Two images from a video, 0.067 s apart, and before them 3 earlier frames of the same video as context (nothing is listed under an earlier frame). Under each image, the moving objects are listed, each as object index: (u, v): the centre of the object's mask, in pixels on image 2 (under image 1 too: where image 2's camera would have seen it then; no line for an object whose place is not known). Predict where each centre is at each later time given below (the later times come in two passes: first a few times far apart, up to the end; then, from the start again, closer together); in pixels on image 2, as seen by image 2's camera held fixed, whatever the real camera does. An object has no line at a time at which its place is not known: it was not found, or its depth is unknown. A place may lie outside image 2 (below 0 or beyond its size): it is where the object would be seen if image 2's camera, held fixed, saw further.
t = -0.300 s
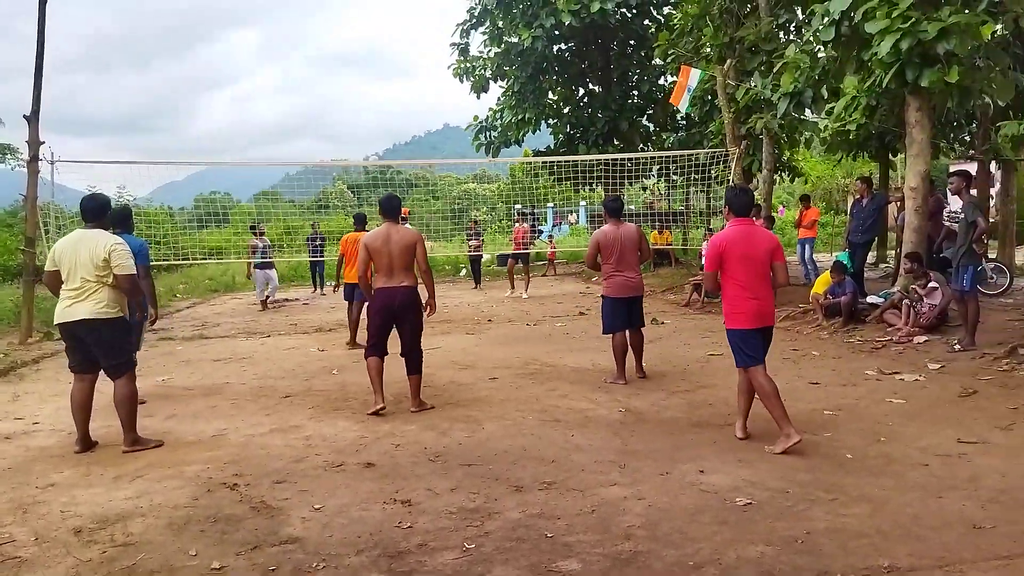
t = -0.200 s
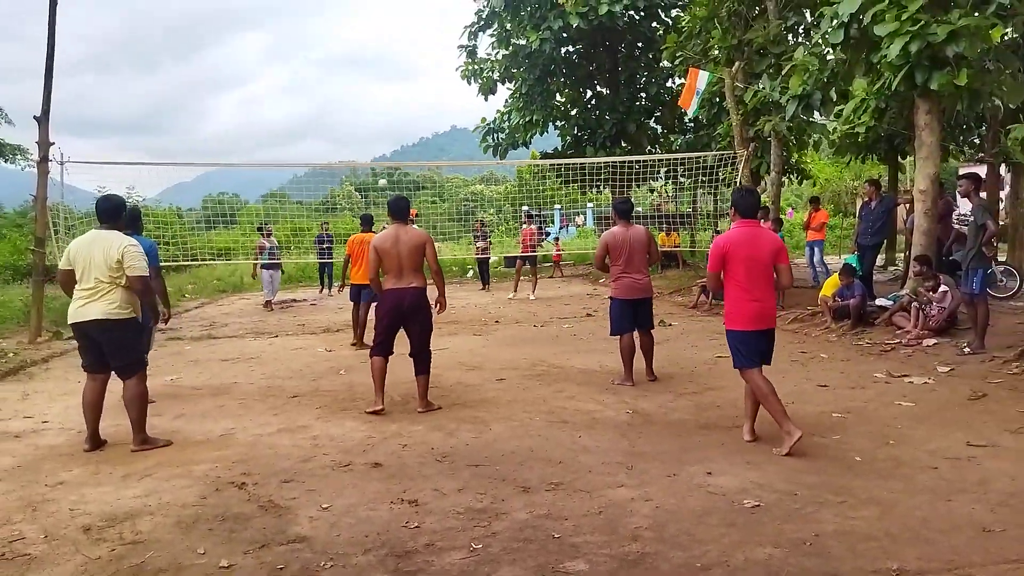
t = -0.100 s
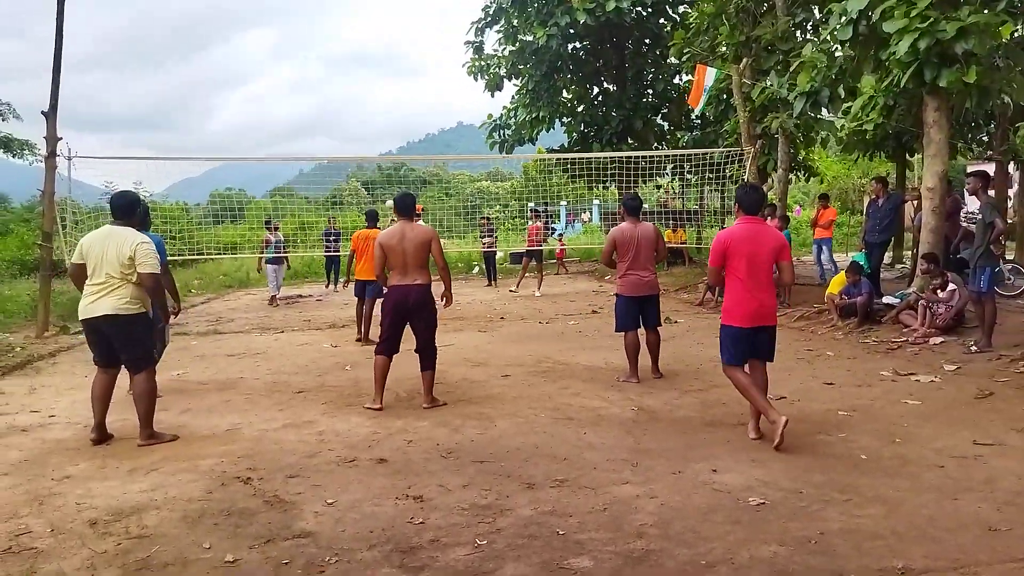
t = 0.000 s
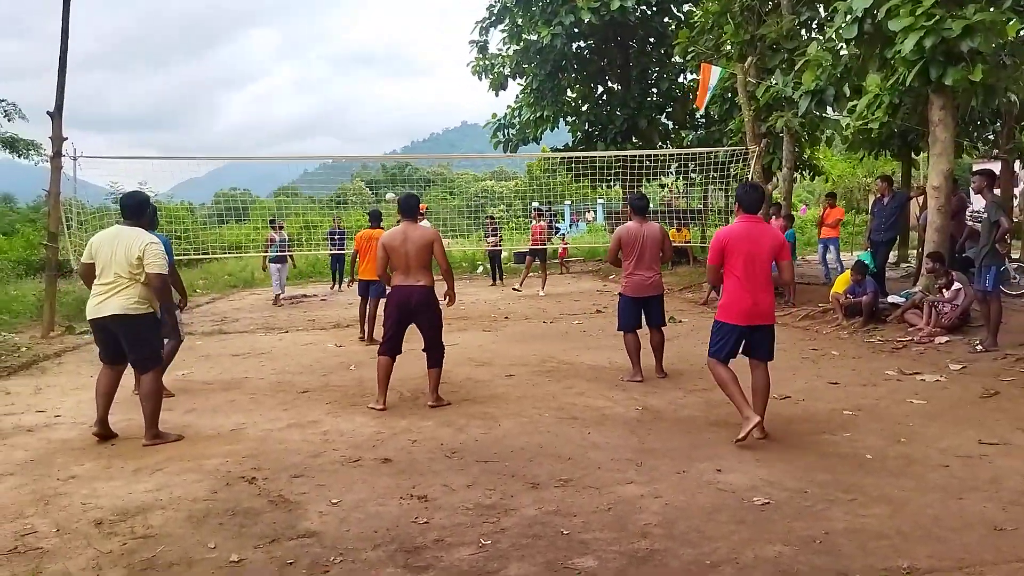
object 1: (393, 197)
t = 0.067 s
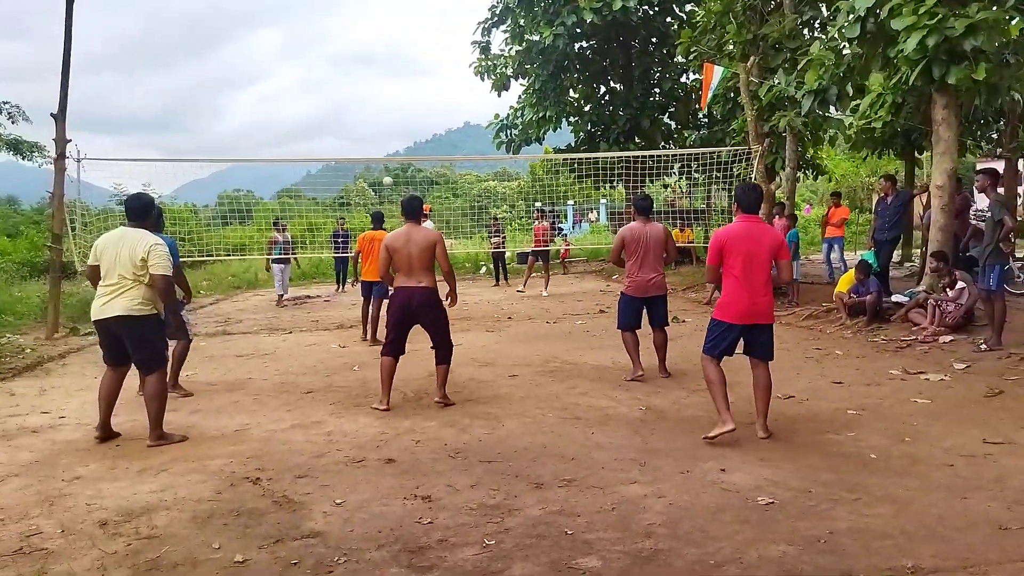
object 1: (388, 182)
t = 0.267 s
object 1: (370, 135)
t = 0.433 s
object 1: (353, 103)
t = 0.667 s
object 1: (329, 76)
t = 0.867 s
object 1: (301, 85)
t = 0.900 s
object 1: (295, 93)
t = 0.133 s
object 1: (382, 165)
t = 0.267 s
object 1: (370, 135)
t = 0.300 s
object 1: (367, 128)
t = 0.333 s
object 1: (363, 121)
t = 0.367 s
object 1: (360, 114)
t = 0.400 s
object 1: (357, 109)
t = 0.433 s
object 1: (353, 103)
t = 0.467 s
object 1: (350, 97)
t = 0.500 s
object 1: (347, 92)
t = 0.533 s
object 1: (344, 88)
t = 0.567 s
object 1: (340, 84)
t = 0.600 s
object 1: (336, 80)
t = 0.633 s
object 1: (333, 78)
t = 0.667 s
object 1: (329, 76)
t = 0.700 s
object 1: (325, 75)
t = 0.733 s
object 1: (321, 74)
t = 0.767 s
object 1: (317, 75)
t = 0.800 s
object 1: (312, 76)
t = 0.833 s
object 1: (307, 80)
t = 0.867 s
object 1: (301, 85)
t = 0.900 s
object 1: (295, 93)
